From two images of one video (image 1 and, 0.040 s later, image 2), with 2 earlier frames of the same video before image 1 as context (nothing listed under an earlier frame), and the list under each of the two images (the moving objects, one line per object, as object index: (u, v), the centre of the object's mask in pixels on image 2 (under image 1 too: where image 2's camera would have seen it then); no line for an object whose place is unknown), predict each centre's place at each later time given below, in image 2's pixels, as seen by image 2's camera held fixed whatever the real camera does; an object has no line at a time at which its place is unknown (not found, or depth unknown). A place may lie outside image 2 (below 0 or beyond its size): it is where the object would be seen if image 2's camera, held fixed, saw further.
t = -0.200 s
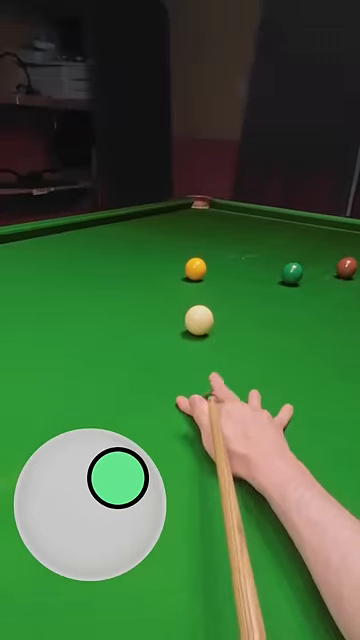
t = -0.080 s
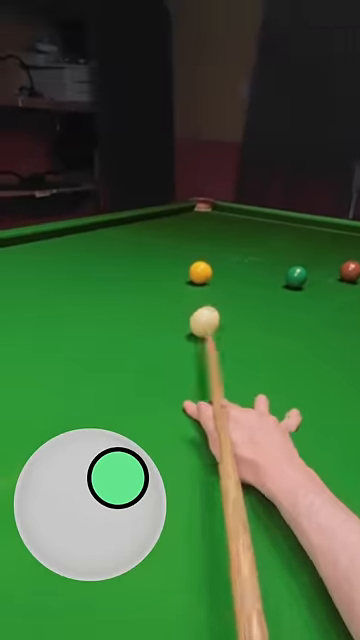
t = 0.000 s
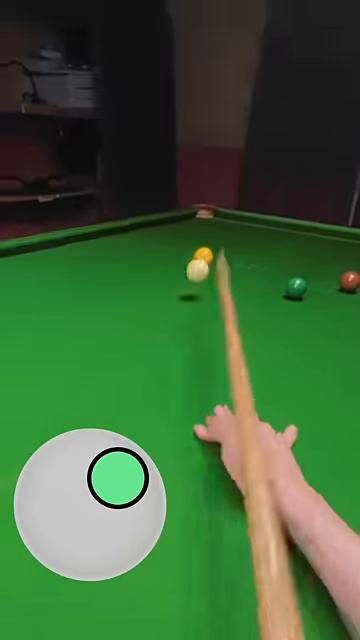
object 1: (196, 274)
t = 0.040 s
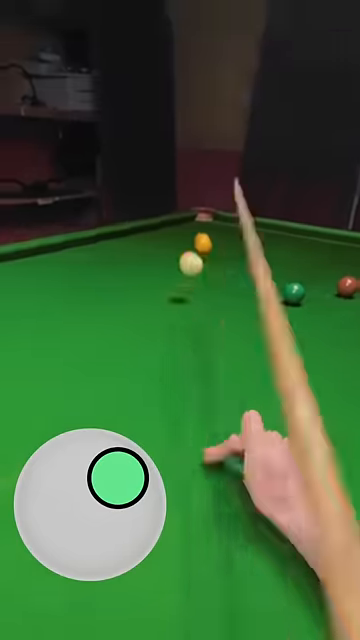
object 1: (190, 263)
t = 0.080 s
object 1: (182, 262)
